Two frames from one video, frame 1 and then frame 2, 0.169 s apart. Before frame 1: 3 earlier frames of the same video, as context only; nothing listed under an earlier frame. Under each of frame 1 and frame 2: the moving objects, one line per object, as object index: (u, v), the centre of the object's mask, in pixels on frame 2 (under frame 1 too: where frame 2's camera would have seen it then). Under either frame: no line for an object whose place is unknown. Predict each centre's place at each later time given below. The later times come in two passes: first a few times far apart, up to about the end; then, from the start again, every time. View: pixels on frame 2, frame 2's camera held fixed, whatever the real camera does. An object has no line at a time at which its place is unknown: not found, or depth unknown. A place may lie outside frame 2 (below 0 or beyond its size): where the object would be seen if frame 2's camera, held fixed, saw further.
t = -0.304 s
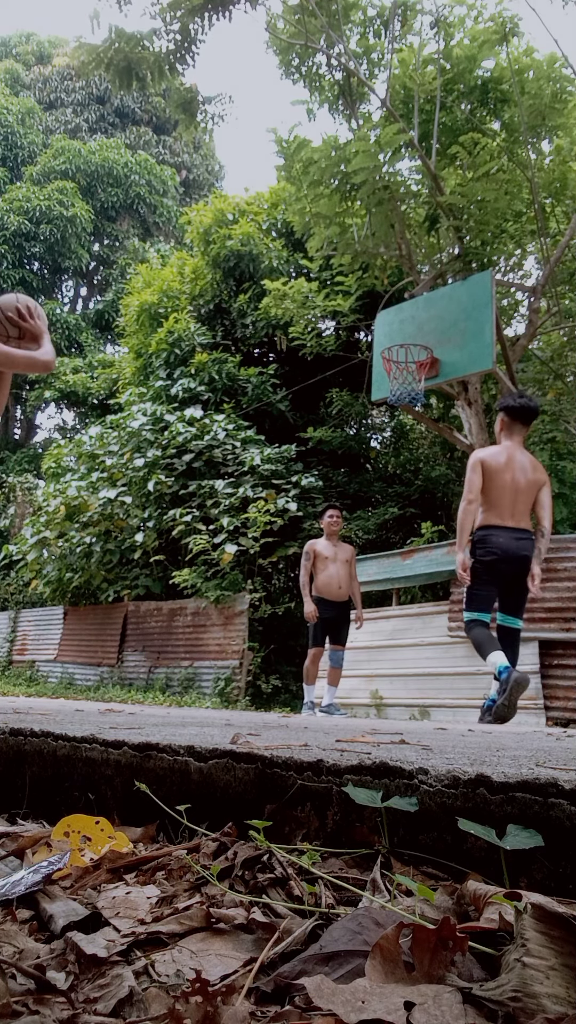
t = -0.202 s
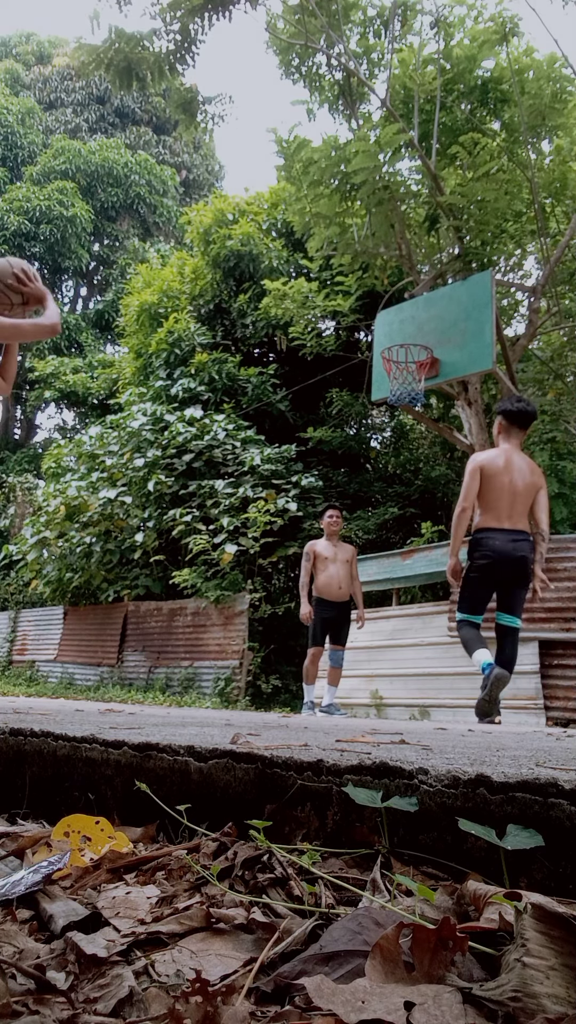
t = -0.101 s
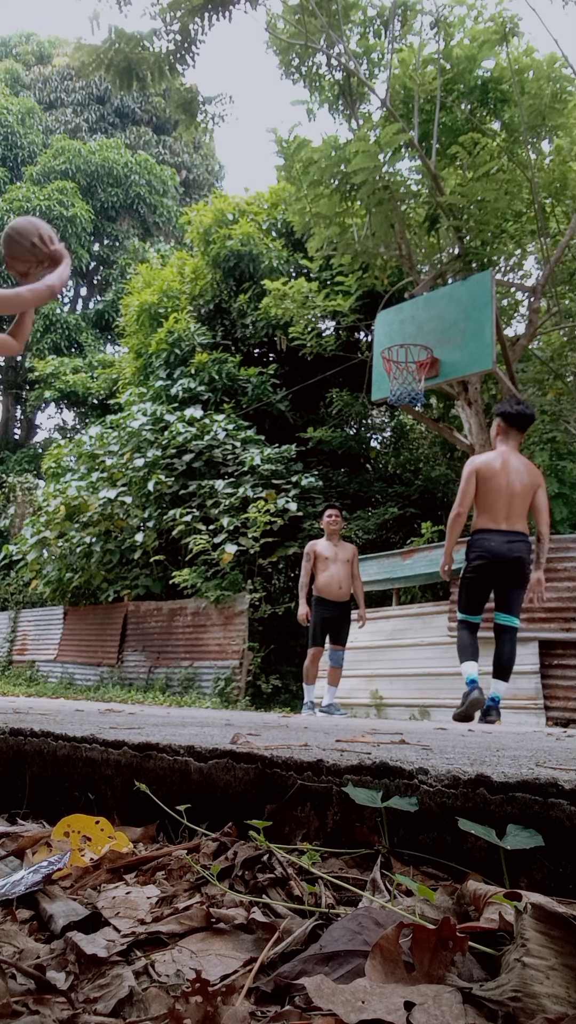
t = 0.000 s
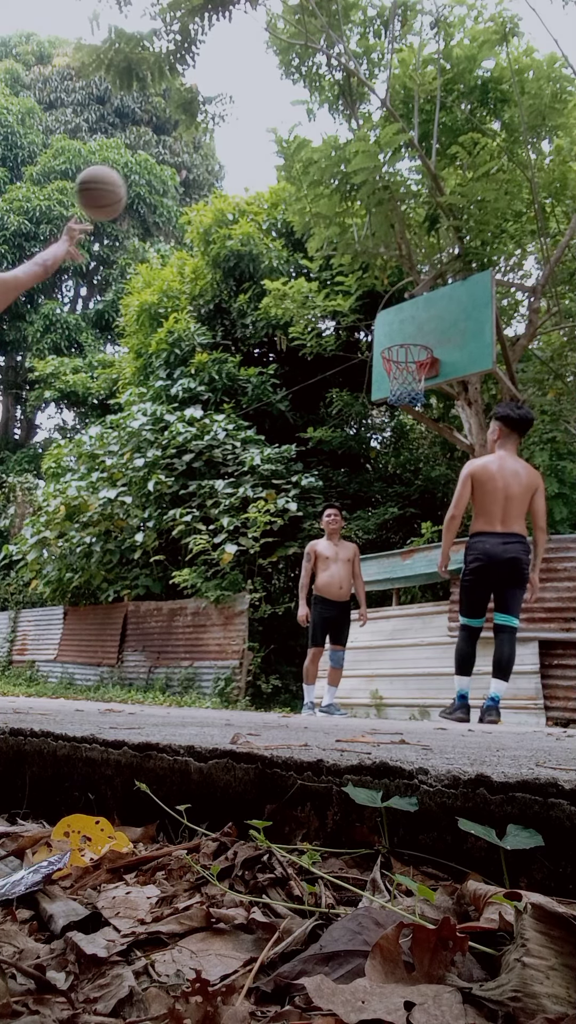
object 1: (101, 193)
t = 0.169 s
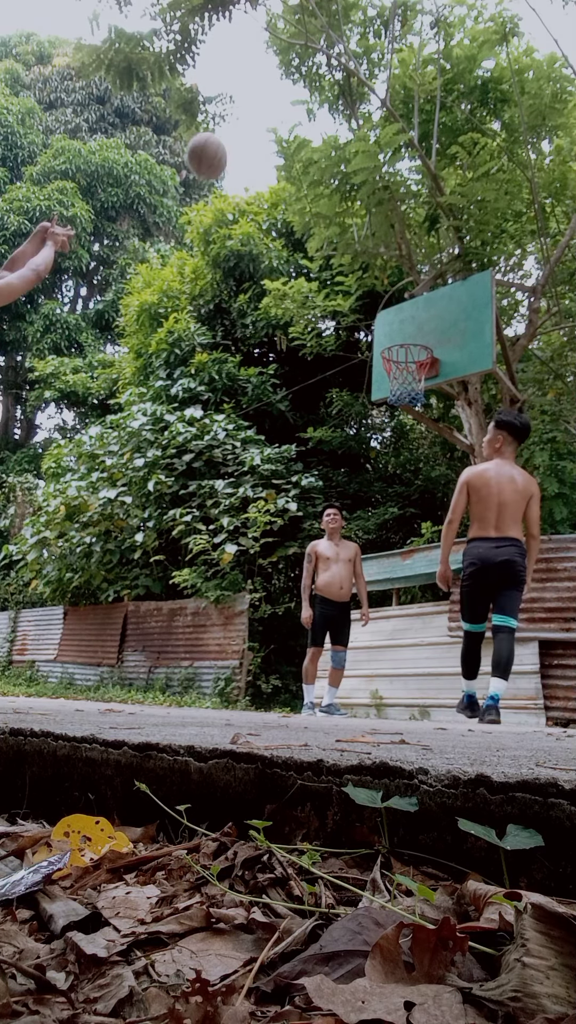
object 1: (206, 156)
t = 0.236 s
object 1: (240, 155)
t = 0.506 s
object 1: (341, 206)
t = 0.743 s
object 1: (402, 305)
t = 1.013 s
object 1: (389, 279)
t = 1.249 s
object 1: (349, 249)
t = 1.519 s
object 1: (296, 293)
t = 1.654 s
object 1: (266, 350)
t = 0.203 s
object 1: (224, 155)
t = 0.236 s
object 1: (240, 155)
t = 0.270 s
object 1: (256, 157)
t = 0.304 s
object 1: (272, 161)
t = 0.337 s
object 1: (285, 165)
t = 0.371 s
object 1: (297, 171)
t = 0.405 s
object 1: (309, 178)
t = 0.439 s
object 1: (320, 186)
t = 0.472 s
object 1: (331, 196)
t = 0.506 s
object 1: (341, 206)
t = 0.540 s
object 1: (351, 217)
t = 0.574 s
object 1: (361, 230)
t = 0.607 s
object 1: (370, 243)
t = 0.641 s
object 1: (378, 257)
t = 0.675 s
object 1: (387, 273)
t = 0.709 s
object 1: (395, 288)
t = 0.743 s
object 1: (402, 305)
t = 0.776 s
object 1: (410, 322)
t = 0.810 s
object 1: (417, 340)
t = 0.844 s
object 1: (417, 336)
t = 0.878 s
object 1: (411, 323)
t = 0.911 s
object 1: (405, 309)
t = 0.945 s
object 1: (399, 297)
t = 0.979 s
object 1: (394, 288)
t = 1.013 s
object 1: (389, 279)
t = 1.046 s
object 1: (383, 271)
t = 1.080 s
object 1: (377, 264)
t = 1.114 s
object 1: (372, 258)
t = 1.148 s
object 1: (367, 254)
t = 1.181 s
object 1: (361, 251)
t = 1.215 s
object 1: (355, 250)
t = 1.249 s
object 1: (349, 249)
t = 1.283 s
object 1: (343, 250)
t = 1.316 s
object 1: (336, 252)
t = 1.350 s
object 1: (330, 256)
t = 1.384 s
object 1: (323, 261)
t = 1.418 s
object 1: (317, 267)
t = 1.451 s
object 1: (310, 274)
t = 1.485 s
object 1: (303, 283)
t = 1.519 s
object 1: (296, 293)
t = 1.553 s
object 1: (289, 306)
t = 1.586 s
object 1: (281, 319)
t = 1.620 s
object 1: (274, 334)
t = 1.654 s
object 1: (266, 350)
